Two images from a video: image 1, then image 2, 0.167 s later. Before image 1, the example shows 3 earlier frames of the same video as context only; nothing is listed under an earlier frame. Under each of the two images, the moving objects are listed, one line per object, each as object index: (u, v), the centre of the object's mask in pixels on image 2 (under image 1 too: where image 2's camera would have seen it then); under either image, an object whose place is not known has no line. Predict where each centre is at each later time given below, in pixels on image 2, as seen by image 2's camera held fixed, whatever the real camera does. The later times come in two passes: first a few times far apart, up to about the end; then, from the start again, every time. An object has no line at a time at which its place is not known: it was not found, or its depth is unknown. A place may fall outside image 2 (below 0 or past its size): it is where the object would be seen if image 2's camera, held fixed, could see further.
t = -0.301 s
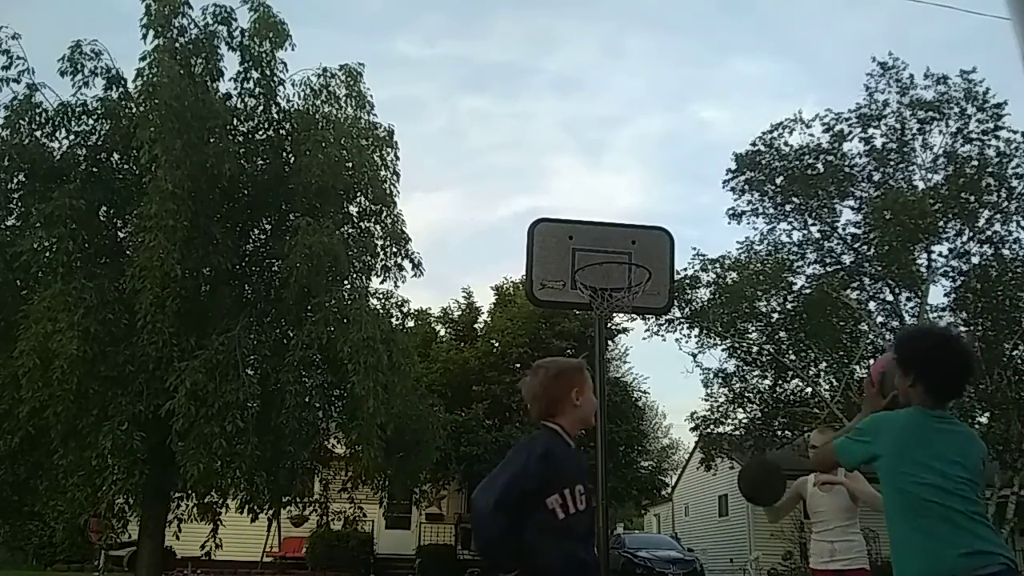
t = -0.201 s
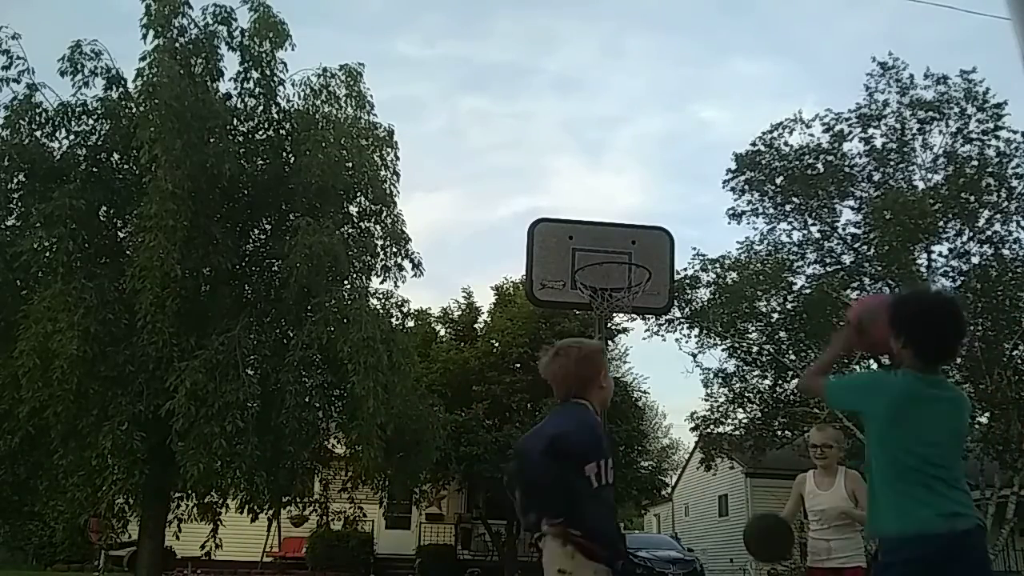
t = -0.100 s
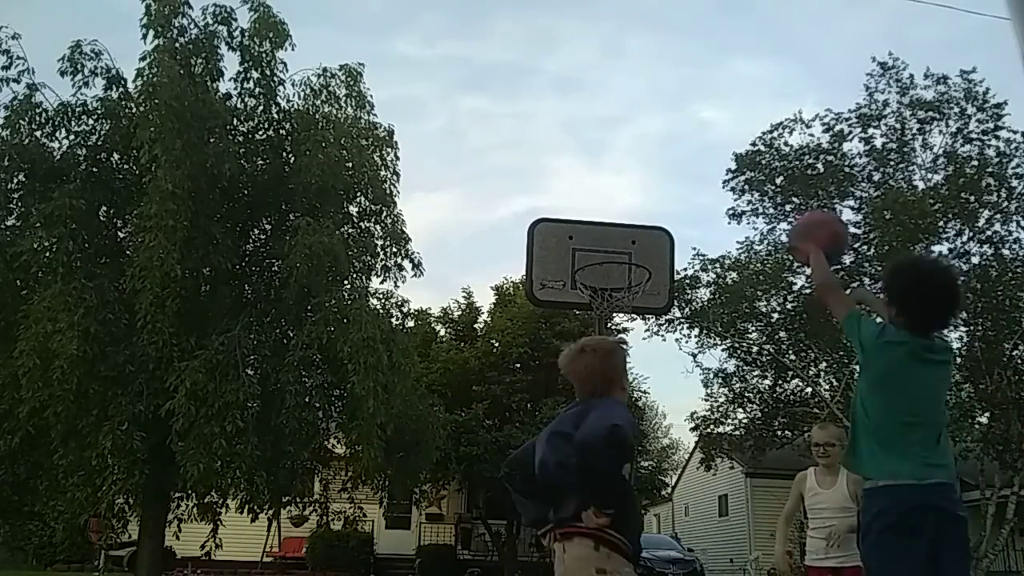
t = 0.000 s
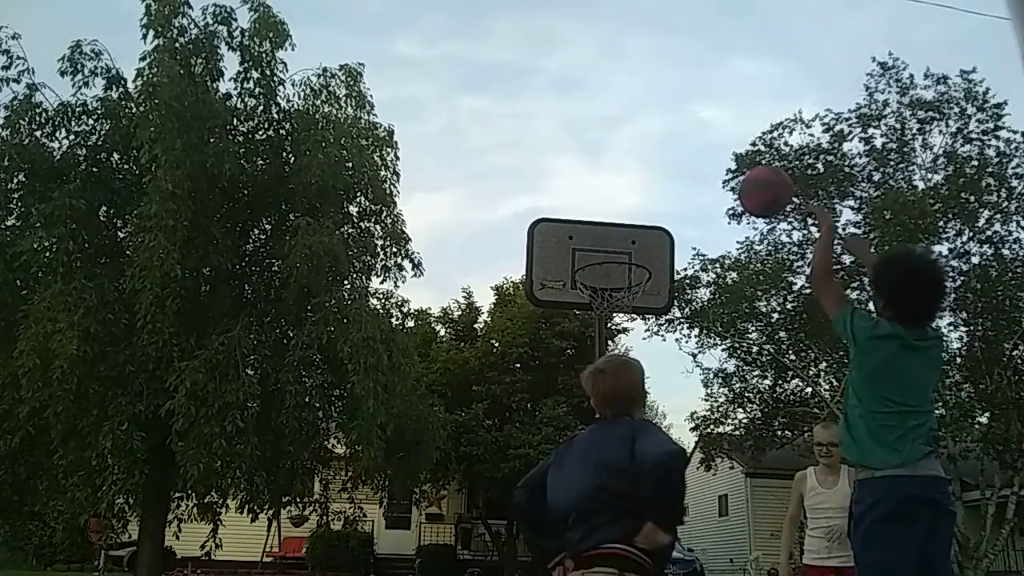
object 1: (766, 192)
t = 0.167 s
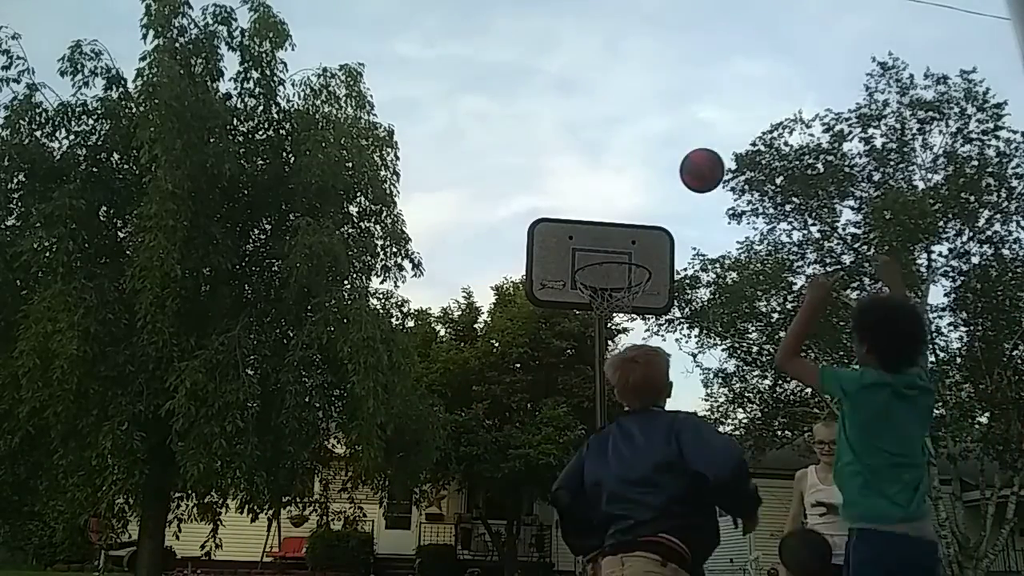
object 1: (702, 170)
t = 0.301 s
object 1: (665, 187)
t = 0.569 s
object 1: (614, 269)
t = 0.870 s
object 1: (615, 228)
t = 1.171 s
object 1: (618, 272)
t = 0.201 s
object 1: (692, 172)
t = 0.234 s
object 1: (682, 175)
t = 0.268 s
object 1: (674, 181)
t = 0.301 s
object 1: (665, 187)
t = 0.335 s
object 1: (657, 195)
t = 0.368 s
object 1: (650, 204)
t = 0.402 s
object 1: (642, 215)
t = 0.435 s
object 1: (635, 227)
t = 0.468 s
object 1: (628, 240)
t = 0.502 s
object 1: (622, 253)
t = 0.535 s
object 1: (617, 268)
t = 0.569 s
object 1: (614, 269)
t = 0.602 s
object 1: (615, 261)
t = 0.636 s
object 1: (614, 247)
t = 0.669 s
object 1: (615, 241)
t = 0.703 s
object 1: (615, 235)
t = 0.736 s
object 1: (614, 231)
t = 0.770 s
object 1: (615, 228)
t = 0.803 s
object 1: (615, 226)
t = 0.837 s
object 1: (615, 227)
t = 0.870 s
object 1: (615, 228)
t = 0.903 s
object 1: (615, 232)
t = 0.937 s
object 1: (616, 236)
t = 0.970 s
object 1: (617, 243)
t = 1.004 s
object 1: (617, 244)
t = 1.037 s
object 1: (617, 246)
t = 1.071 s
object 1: (617, 250)
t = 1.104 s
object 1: (617, 255)
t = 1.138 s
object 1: (619, 262)
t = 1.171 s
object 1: (618, 272)
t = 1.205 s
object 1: (618, 284)
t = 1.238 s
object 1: (618, 297)
